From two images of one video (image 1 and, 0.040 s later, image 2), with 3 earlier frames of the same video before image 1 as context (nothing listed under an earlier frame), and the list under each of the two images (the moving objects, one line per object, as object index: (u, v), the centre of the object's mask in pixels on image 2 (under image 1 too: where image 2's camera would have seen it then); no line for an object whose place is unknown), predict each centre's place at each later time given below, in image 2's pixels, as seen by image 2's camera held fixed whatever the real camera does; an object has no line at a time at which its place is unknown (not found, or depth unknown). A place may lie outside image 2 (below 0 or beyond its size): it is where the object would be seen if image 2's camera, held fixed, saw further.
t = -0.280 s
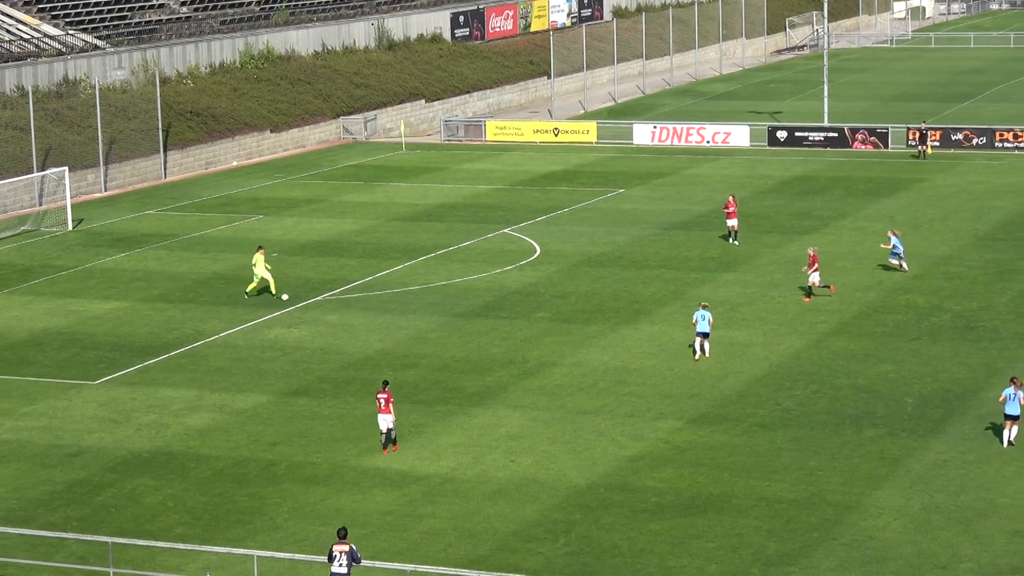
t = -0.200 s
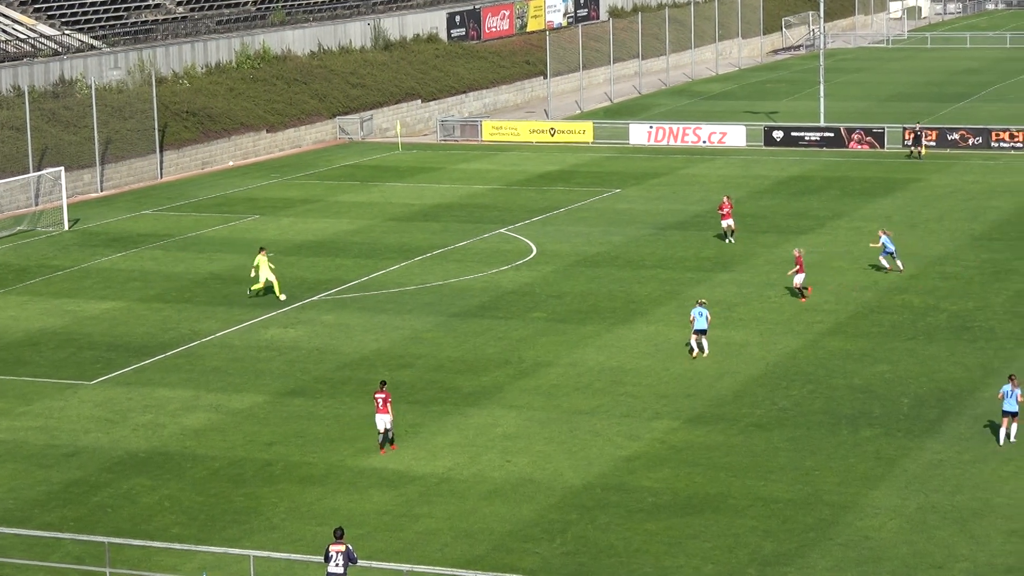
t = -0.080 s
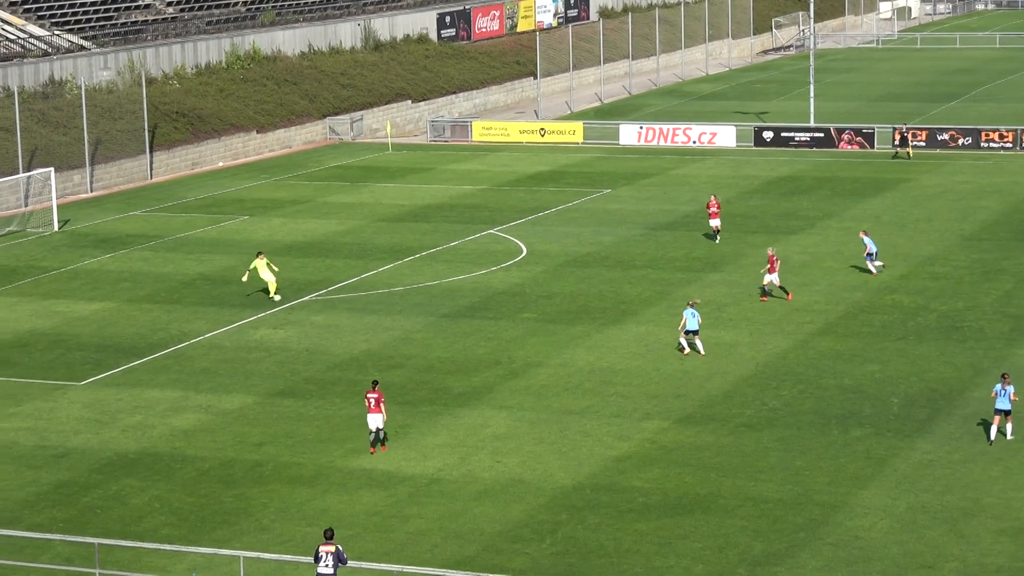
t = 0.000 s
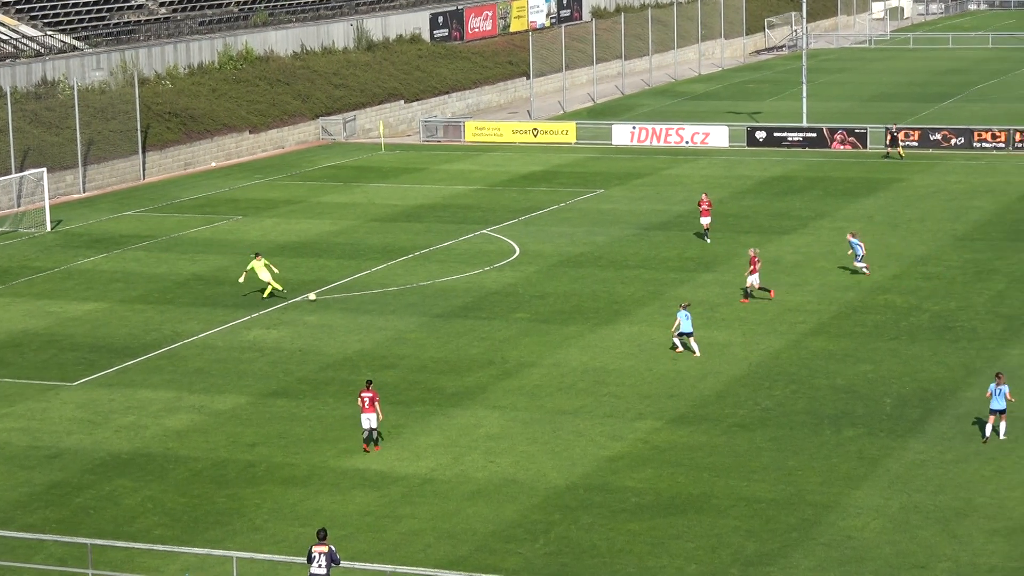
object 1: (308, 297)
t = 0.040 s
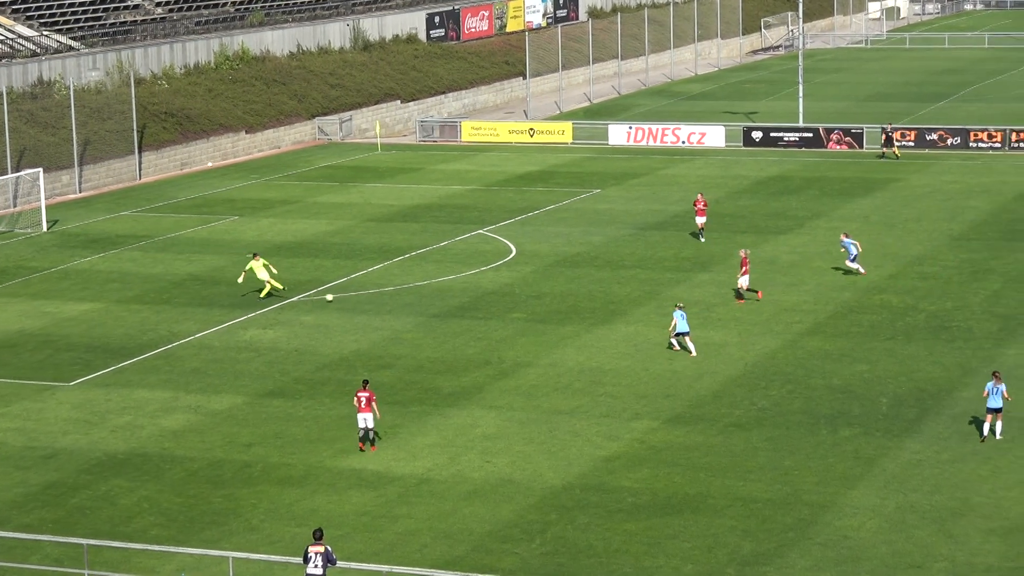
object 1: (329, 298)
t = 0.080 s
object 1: (349, 298)
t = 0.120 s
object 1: (369, 299)
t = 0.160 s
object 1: (388, 300)
